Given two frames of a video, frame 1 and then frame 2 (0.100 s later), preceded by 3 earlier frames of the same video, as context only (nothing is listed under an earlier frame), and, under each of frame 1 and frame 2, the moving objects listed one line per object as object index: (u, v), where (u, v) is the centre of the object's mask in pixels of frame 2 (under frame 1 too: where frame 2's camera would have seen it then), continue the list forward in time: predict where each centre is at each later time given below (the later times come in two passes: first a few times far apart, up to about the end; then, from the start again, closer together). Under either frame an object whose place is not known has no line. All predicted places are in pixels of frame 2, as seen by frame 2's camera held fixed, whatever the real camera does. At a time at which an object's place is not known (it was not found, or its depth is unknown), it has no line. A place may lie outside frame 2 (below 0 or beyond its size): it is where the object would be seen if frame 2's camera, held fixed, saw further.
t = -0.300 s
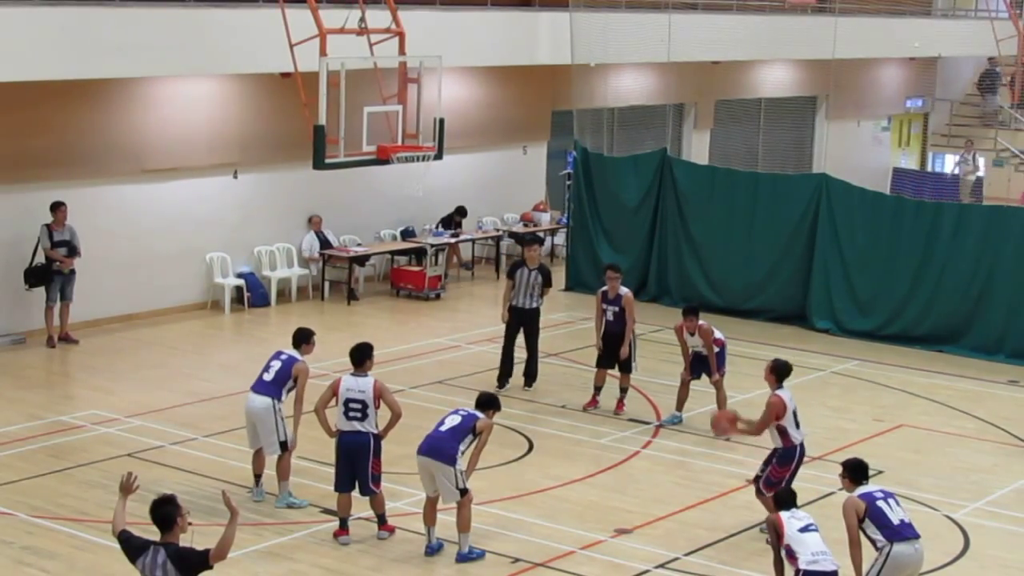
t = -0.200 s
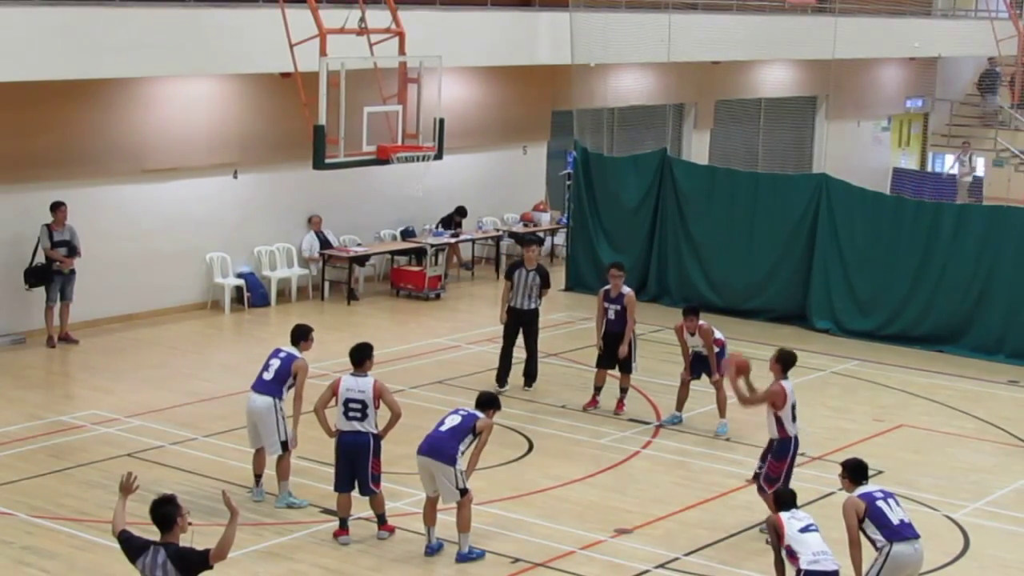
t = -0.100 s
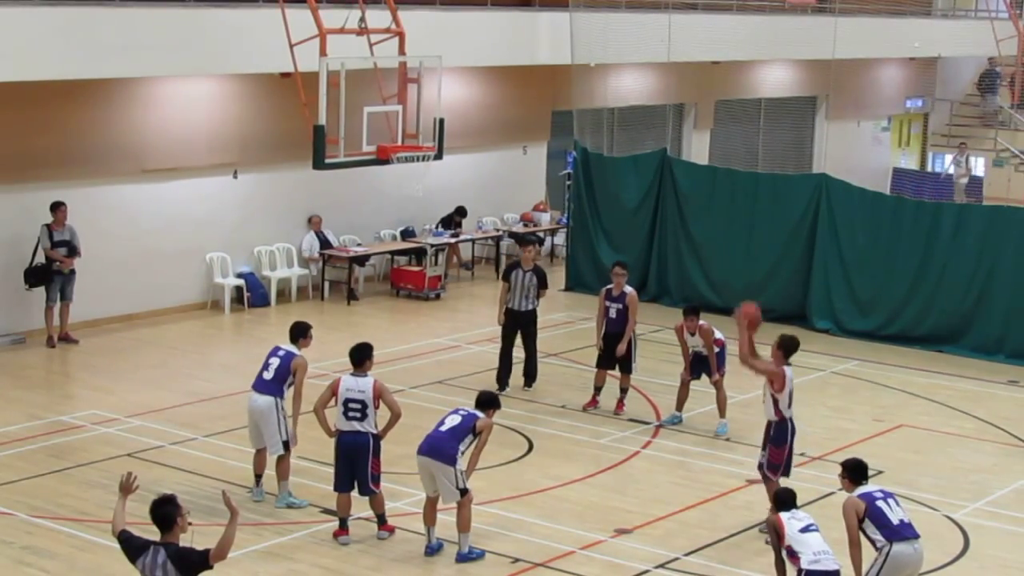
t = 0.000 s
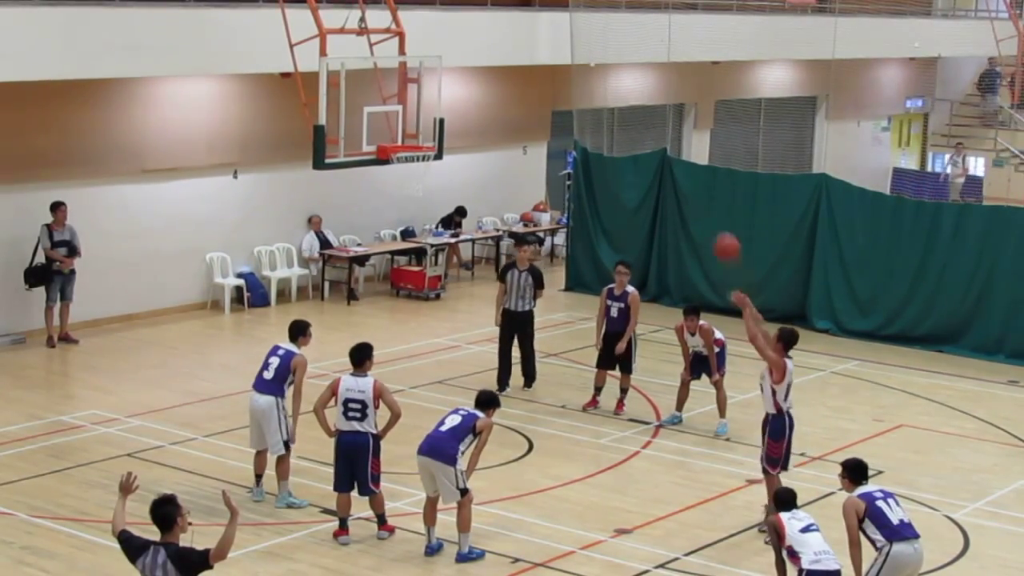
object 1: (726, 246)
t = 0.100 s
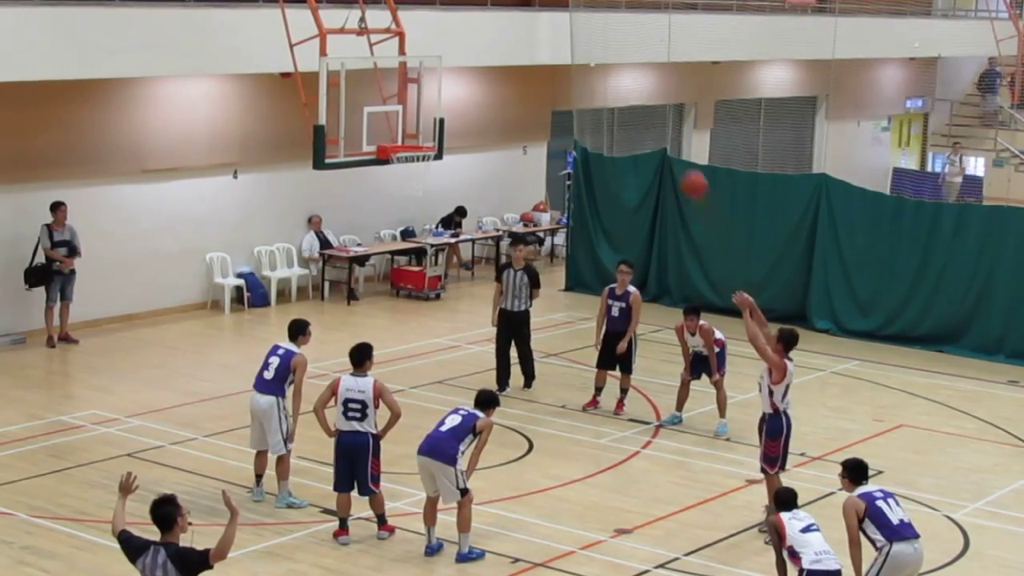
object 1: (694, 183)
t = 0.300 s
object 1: (632, 94)
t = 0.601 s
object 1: (543, 41)
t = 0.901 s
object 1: (458, 79)
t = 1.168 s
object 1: (411, 167)
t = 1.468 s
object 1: (423, 174)
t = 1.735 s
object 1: (427, 242)
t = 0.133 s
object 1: (683, 166)
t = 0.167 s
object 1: (673, 149)
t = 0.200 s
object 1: (663, 132)
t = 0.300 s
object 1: (632, 94)
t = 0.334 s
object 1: (621, 83)
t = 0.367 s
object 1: (612, 74)
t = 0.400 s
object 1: (601, 66)
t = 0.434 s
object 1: (592, 59)
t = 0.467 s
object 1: (582, 53)
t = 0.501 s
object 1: (572, 48)
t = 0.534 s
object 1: (562, 45)
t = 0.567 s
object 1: (552, 42)
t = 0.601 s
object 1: (543, 41)
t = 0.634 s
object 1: (533, 41)
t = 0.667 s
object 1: (524, 42)
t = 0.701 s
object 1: (514, 44)
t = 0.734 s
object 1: (504, 47)
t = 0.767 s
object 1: (495, 52)
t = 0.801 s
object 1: (486, 57)
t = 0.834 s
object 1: (476, 63)
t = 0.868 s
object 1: (467, 70)
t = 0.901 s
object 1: (458, 79)
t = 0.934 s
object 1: (449, 88)
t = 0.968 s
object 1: (440, 99)
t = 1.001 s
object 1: (431, 110)
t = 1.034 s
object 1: (423, 123)
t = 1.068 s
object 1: (413, 135)
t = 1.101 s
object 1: (406, 143)
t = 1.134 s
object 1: (409, 160)
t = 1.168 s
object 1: (411, 167)
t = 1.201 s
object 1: (413, 170)
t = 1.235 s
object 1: (415, 169)
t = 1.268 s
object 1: (416, 166)
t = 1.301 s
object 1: (419, 164)
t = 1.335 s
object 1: (420, 163)
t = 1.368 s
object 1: (421, 163)
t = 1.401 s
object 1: (422, 169)
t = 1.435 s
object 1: (423, 171)
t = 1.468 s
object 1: (423, 174)
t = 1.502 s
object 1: (424, 178)
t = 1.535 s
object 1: (425, 184)
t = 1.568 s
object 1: (425, 191)
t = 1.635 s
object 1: (426, 208)
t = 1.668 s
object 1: (426, 218)
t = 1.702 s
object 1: (426, 229)
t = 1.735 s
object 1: (427, 242)
